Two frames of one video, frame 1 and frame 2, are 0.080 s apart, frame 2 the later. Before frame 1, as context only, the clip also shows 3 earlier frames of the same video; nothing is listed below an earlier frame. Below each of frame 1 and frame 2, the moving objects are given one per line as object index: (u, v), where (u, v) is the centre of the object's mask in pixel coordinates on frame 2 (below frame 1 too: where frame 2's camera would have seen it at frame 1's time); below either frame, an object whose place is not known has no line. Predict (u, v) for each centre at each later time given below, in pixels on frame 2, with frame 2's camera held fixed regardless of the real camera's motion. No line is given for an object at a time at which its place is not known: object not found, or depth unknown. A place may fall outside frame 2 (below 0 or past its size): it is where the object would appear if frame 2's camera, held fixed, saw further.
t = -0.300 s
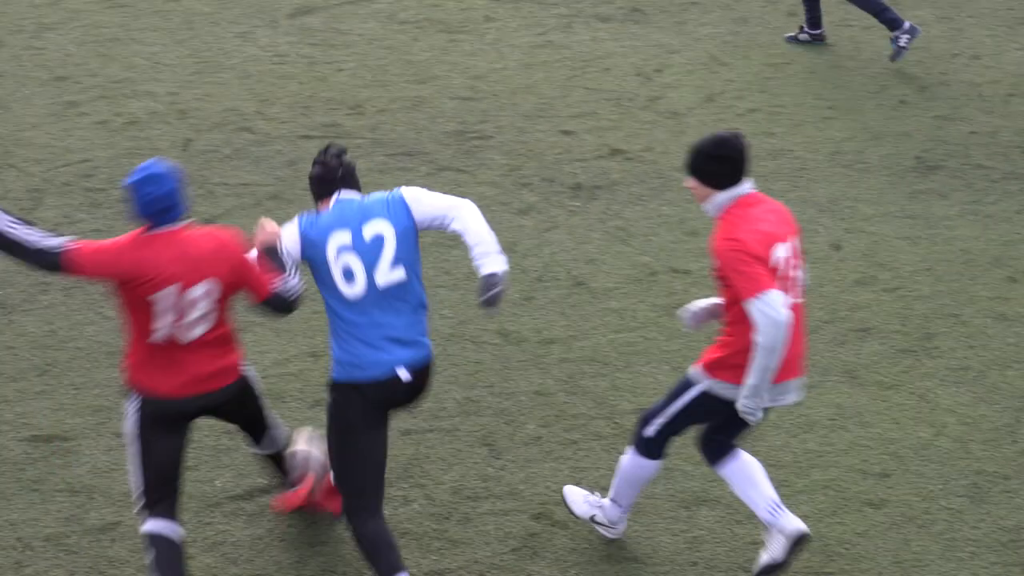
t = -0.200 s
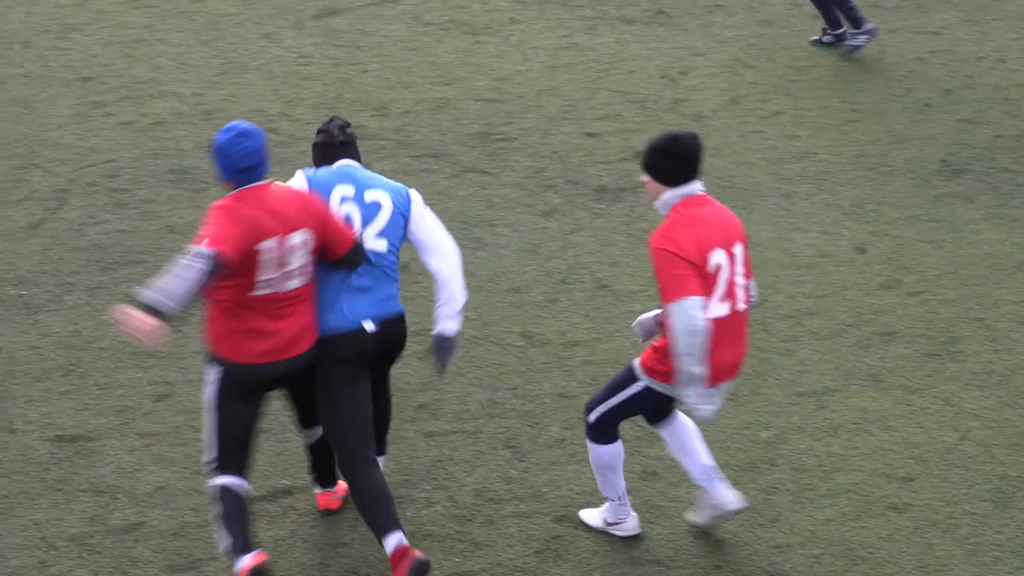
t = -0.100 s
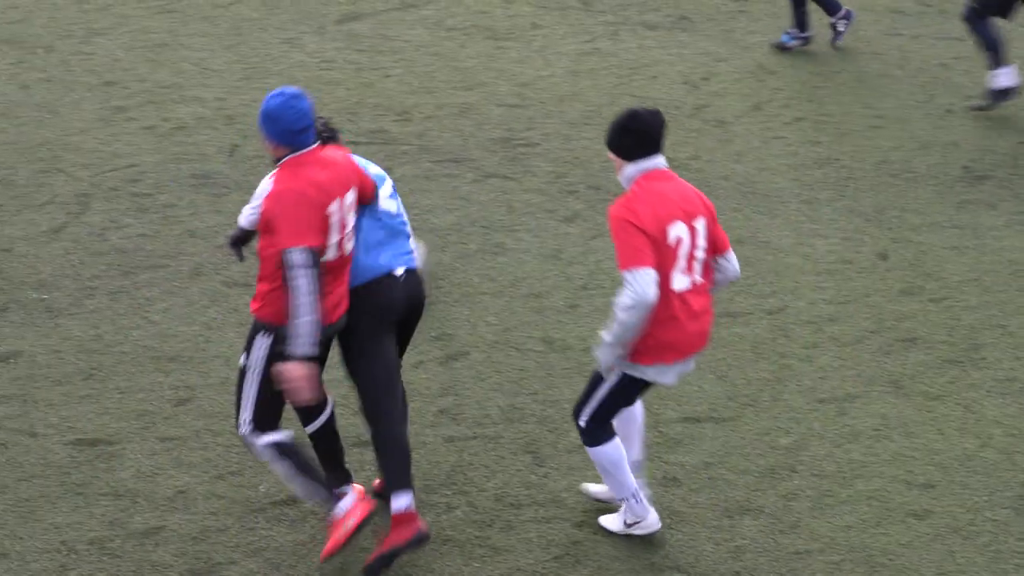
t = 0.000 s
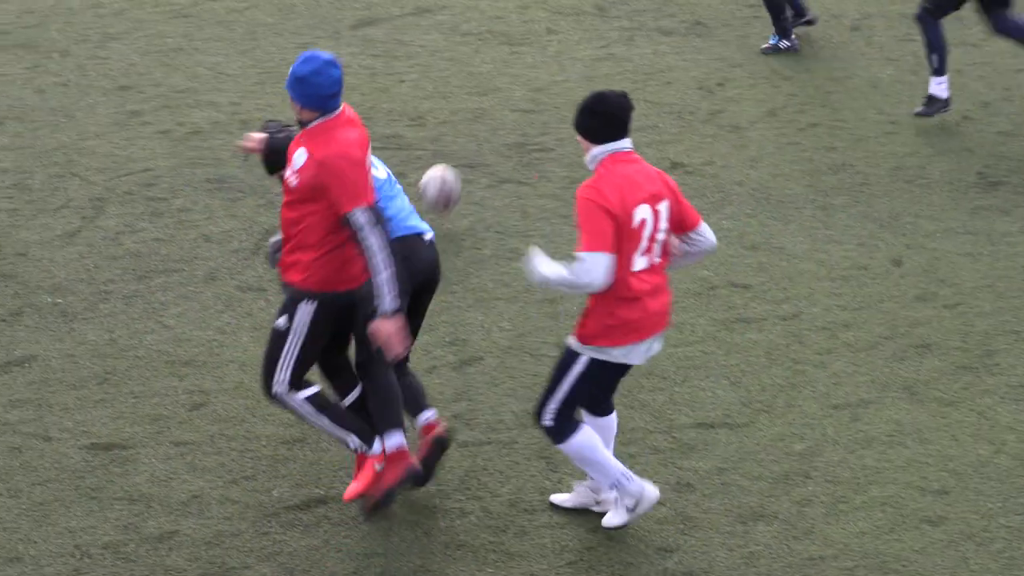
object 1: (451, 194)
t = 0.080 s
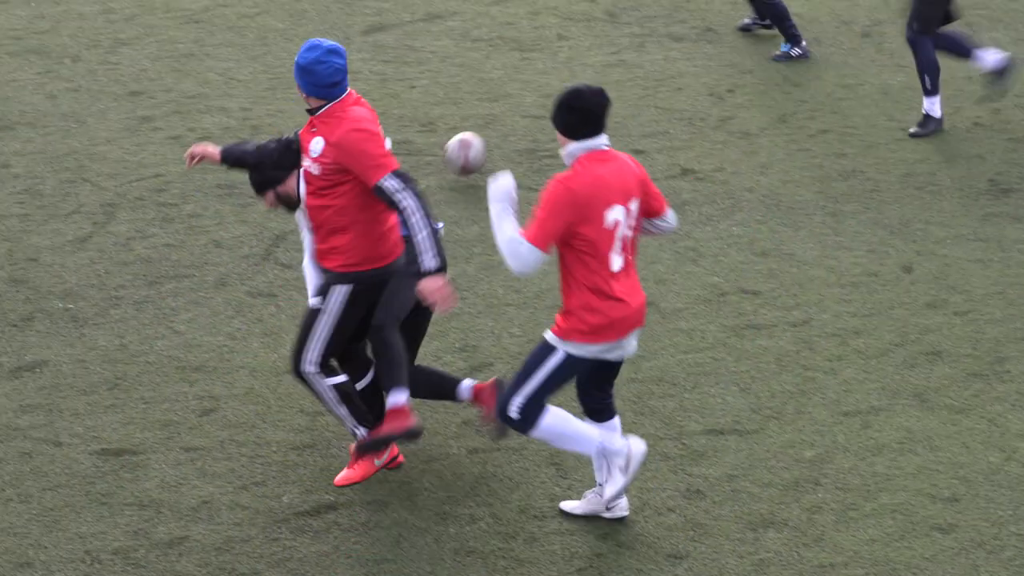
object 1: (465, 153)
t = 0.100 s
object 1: (468, 145)
